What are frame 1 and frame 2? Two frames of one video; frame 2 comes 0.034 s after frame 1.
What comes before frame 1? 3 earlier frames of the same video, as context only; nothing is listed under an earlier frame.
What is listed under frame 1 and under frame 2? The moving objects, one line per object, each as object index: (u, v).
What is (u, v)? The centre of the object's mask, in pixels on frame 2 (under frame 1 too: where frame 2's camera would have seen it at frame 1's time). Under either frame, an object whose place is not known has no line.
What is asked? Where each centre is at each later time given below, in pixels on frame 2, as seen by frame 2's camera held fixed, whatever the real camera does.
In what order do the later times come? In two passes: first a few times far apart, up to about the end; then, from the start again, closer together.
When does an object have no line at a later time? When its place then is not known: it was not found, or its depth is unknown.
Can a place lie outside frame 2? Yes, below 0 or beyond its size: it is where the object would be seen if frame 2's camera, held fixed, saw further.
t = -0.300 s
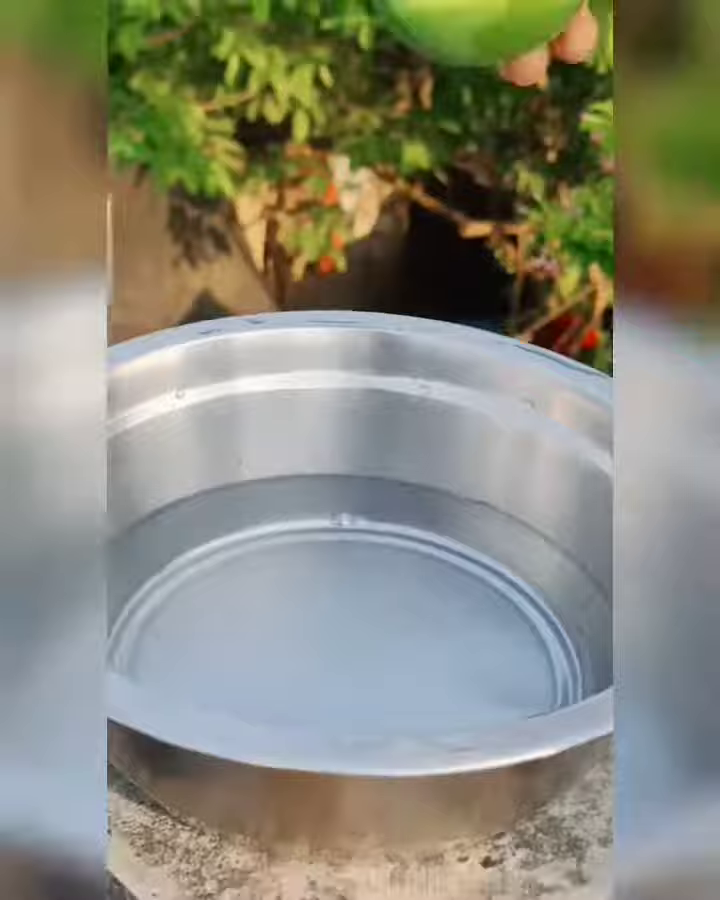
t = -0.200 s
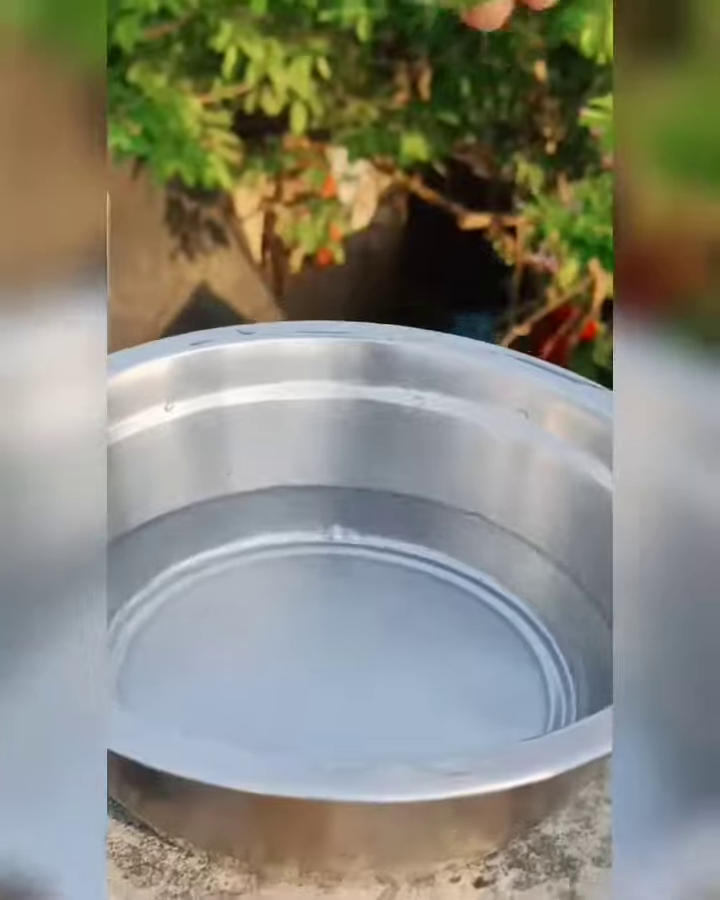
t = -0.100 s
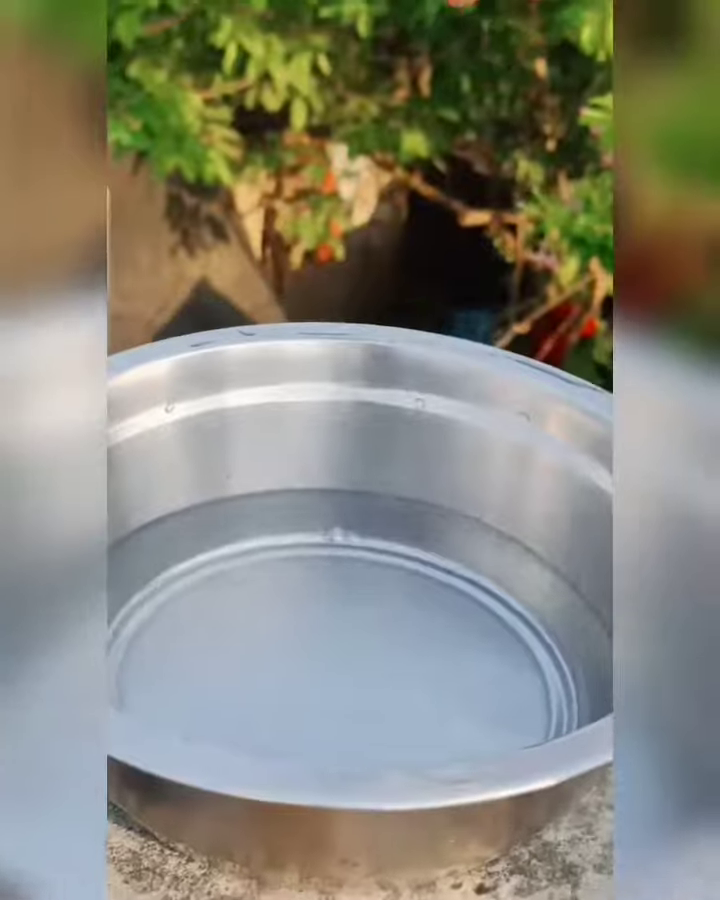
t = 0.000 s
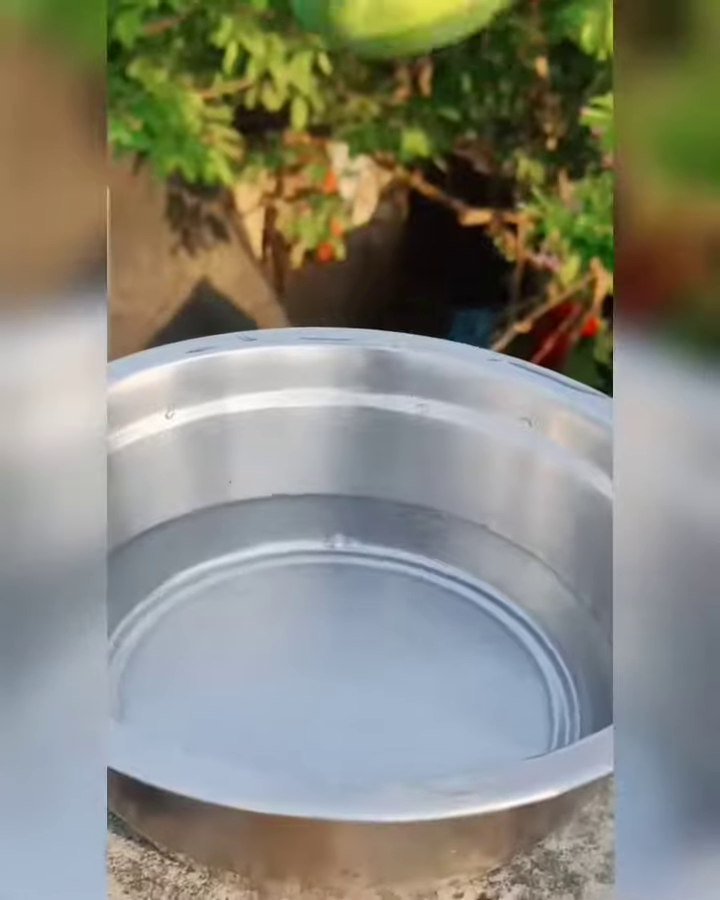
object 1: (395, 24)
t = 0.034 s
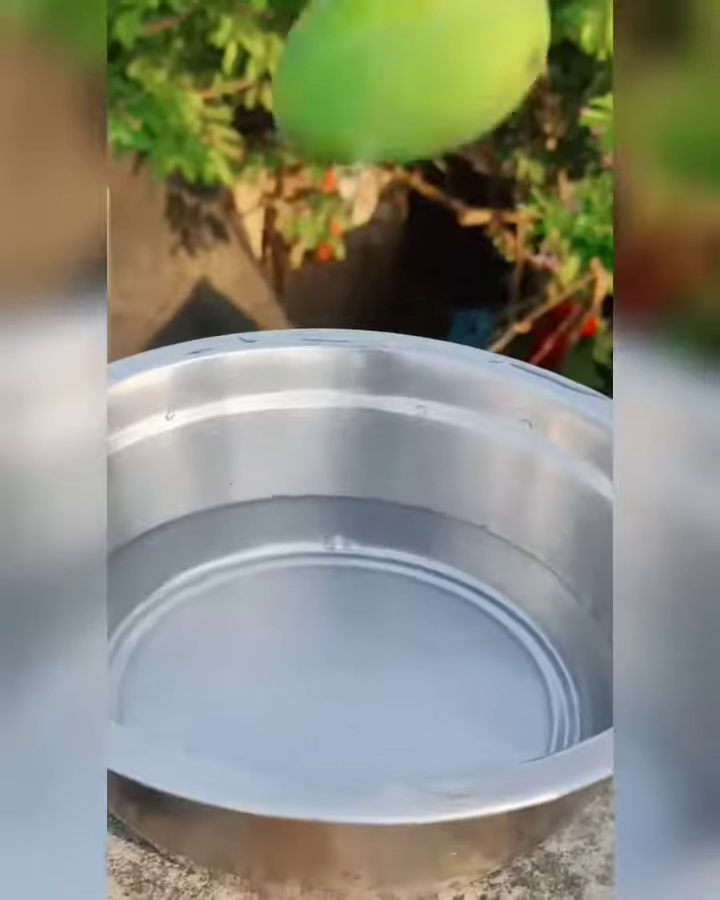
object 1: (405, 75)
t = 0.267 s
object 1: (213, 592)
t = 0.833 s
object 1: (170, 618)
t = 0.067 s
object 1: (390, 201)
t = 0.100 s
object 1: (375, 371)
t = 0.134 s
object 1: (351, 562)
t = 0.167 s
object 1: (335, 626)
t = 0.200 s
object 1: (296, 575)
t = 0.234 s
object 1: (252, 577)
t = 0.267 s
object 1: (213, 592)
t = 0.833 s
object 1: (170, 618)
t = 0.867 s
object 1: (168, 617)
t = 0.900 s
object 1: (167, 619)
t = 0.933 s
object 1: (167, 620)
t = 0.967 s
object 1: (168, 621)
